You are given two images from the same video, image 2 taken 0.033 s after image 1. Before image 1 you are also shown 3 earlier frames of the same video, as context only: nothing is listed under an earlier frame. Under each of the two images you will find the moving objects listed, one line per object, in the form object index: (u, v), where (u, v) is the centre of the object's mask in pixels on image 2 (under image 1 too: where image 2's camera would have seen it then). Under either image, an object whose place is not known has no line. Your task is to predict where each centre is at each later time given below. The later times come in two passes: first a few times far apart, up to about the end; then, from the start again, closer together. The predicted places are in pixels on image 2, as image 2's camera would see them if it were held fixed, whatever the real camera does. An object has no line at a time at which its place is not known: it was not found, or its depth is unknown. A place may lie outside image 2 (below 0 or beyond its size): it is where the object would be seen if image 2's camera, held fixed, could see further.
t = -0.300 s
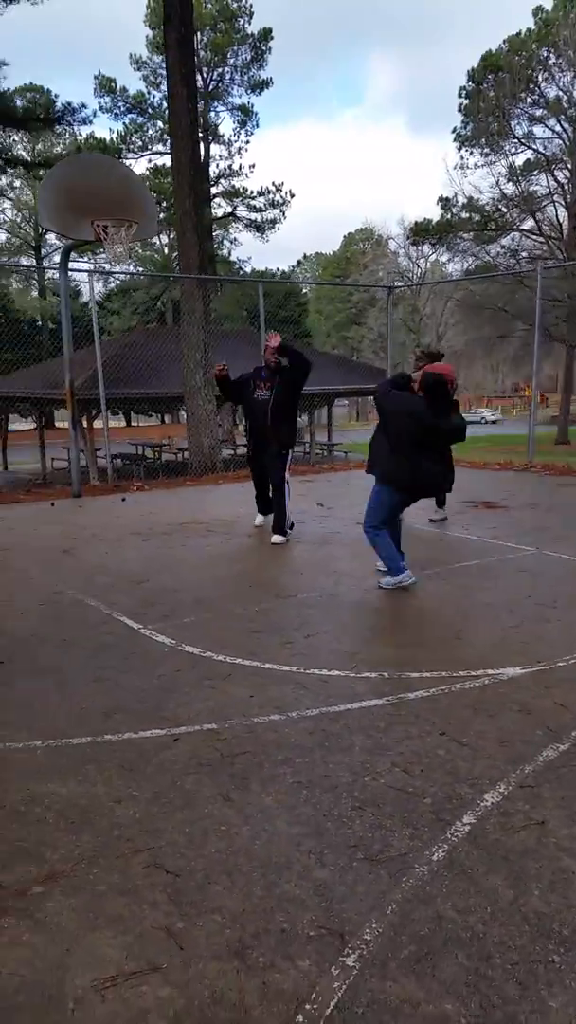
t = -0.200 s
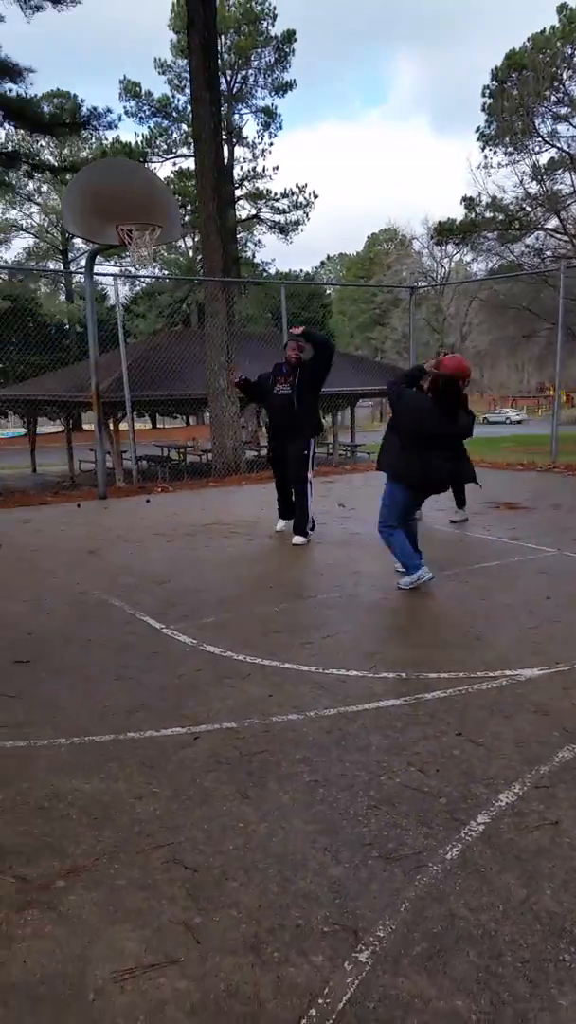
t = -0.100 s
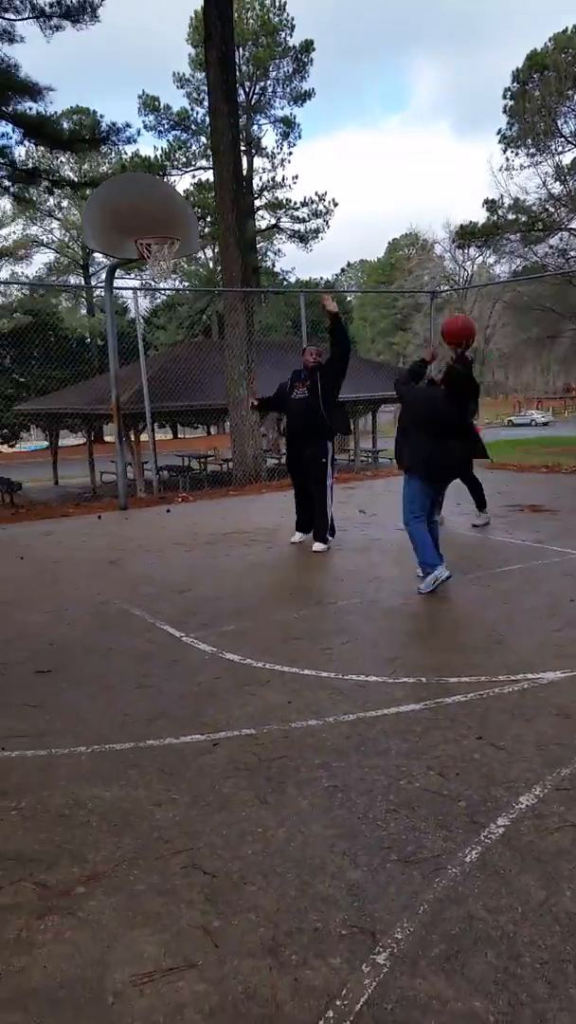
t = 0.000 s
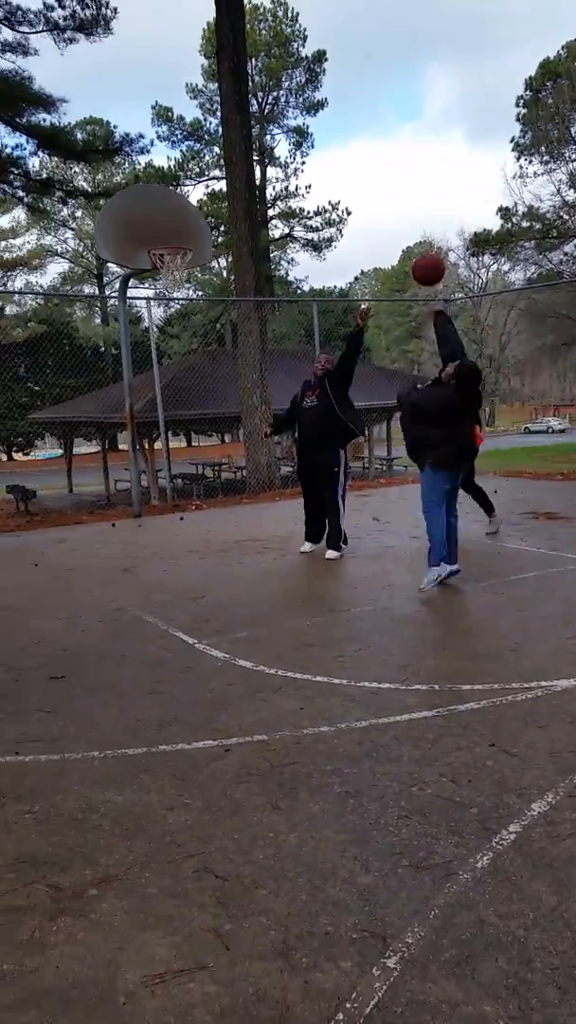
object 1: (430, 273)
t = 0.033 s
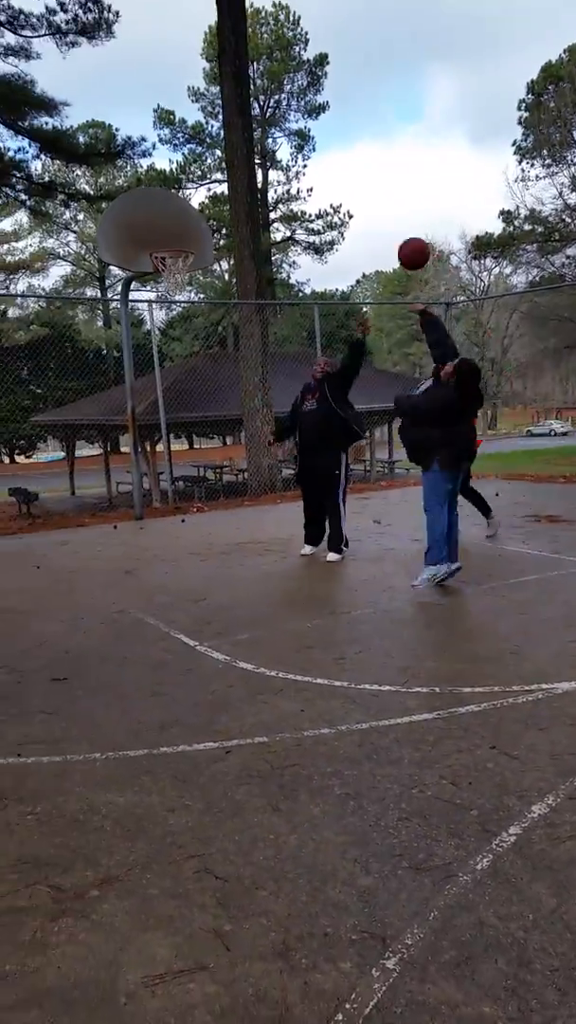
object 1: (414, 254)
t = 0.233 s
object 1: (330, 183)
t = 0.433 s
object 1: (268, 174)
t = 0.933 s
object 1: (225, 275)
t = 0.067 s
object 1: (399, 236)
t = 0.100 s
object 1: (385, 222)
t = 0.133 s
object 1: (370, 209)
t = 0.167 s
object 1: (355, 199)
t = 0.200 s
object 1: (343, 190)
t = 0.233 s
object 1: (330, 183)
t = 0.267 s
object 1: (315, 178)
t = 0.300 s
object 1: (303, 175)
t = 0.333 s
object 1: (296, 174)
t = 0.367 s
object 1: (287, 172)
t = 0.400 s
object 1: (278, 173)
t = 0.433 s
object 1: (268, 174)
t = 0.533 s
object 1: (247, 183)
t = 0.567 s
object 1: (239, 190)
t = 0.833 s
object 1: (209, 253)
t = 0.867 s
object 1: (213, 259)
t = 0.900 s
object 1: (219, 267)
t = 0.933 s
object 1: (225, 275)
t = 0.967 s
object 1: (230, 285)
